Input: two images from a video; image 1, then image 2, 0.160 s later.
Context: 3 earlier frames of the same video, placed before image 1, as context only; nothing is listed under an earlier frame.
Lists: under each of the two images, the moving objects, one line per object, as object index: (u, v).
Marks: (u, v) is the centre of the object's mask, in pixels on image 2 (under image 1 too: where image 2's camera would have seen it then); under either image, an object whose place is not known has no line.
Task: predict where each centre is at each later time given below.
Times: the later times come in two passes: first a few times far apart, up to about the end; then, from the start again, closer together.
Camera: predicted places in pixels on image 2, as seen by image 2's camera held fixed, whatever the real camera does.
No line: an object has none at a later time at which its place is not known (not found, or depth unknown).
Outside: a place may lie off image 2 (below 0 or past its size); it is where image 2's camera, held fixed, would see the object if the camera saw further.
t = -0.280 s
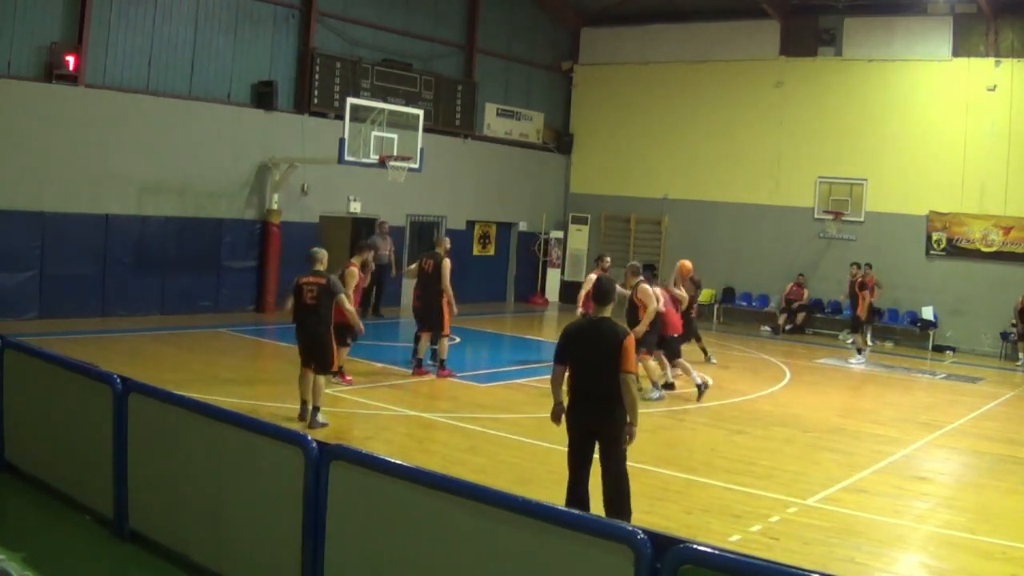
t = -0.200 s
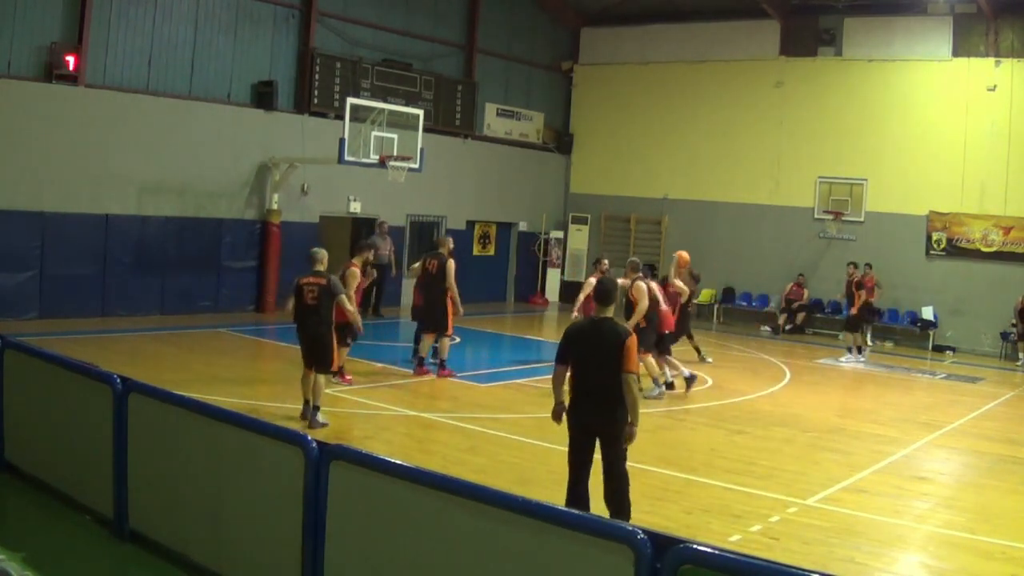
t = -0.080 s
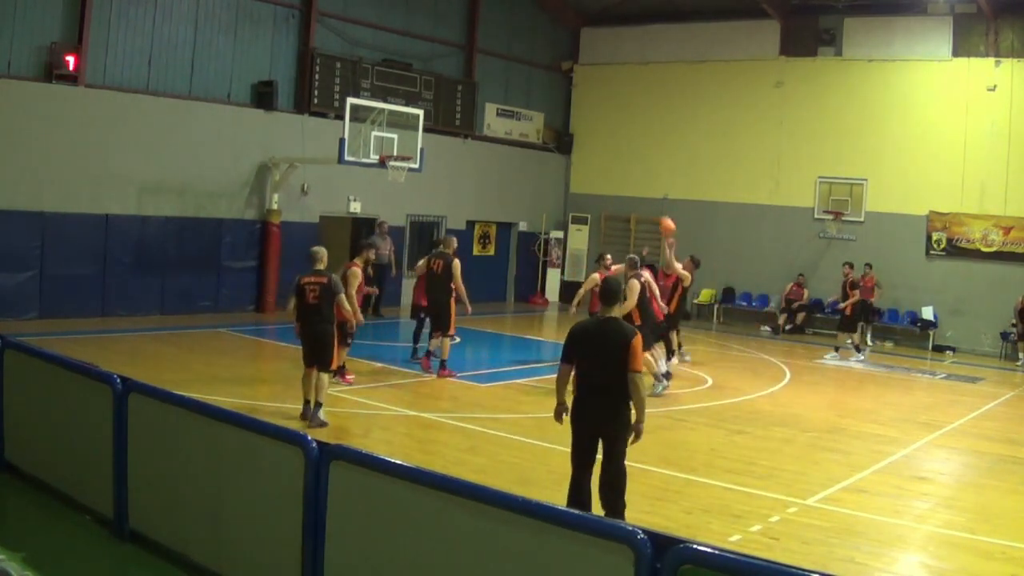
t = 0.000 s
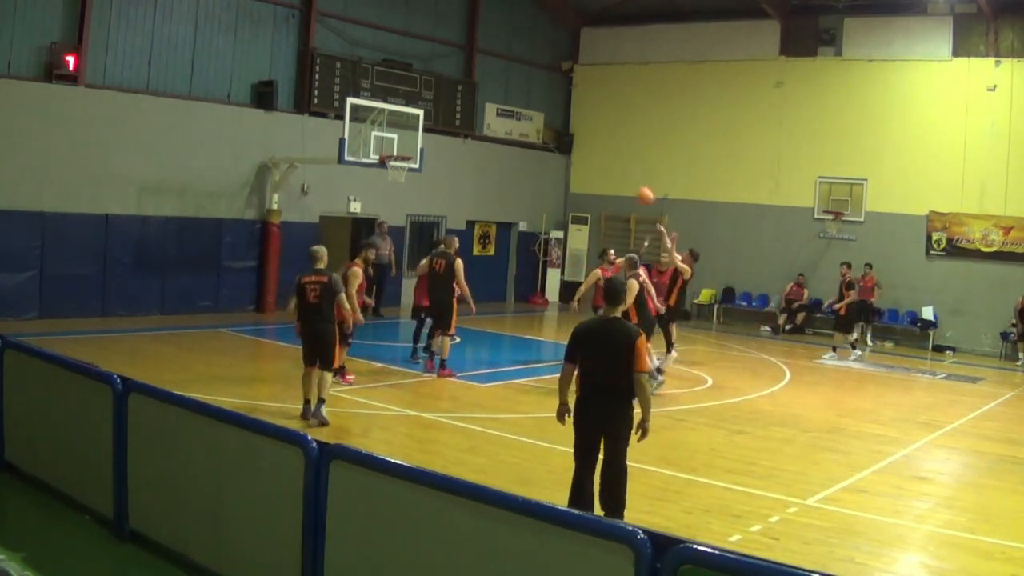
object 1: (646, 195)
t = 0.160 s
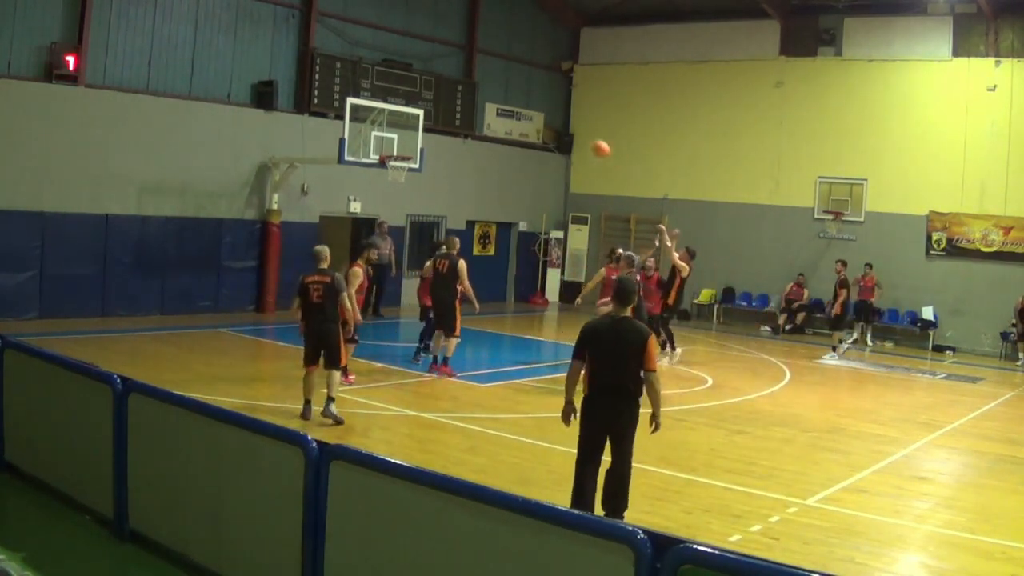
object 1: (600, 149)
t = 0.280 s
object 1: (569, 126)
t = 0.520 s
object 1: (509, 107)
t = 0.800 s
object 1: (442, 129)
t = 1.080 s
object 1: (418, 135)
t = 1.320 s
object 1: (421, 137)
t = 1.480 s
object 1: (425, 156)
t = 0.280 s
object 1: (569, 126)
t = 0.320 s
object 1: (560, 120)
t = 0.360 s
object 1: (550, 116)
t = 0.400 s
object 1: (539, 112)
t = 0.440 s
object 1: (529, 109)
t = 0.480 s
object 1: (519, 108)
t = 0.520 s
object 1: (509, 107)
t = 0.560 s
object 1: (499, 107)
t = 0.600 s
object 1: (490, 109)
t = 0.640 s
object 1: (479, 111)
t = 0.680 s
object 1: (470, 115)
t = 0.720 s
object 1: (461, 119)
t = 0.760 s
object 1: (452, 124)
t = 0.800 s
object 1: (442, 129)
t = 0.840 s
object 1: (433, 136)
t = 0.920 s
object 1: (416, 150)
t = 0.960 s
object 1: (416, 146)
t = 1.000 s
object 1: (417, 142)
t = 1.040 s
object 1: (418, 138)
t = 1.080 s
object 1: (418, 135)
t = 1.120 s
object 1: (419, 133)
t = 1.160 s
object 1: (420, 132)
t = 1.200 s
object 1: (421, 132)
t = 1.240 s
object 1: (421, 133)
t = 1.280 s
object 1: (421, 135)
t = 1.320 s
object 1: (421, 137)
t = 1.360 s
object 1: (422, 140)
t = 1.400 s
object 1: (423, 145)
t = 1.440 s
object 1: (424, 150)
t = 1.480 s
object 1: (425, 156)
